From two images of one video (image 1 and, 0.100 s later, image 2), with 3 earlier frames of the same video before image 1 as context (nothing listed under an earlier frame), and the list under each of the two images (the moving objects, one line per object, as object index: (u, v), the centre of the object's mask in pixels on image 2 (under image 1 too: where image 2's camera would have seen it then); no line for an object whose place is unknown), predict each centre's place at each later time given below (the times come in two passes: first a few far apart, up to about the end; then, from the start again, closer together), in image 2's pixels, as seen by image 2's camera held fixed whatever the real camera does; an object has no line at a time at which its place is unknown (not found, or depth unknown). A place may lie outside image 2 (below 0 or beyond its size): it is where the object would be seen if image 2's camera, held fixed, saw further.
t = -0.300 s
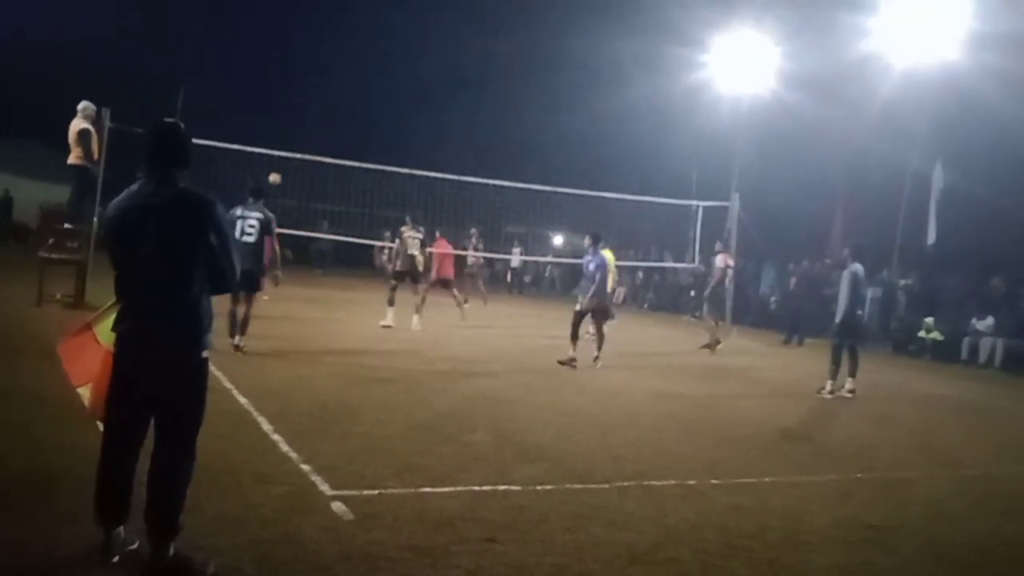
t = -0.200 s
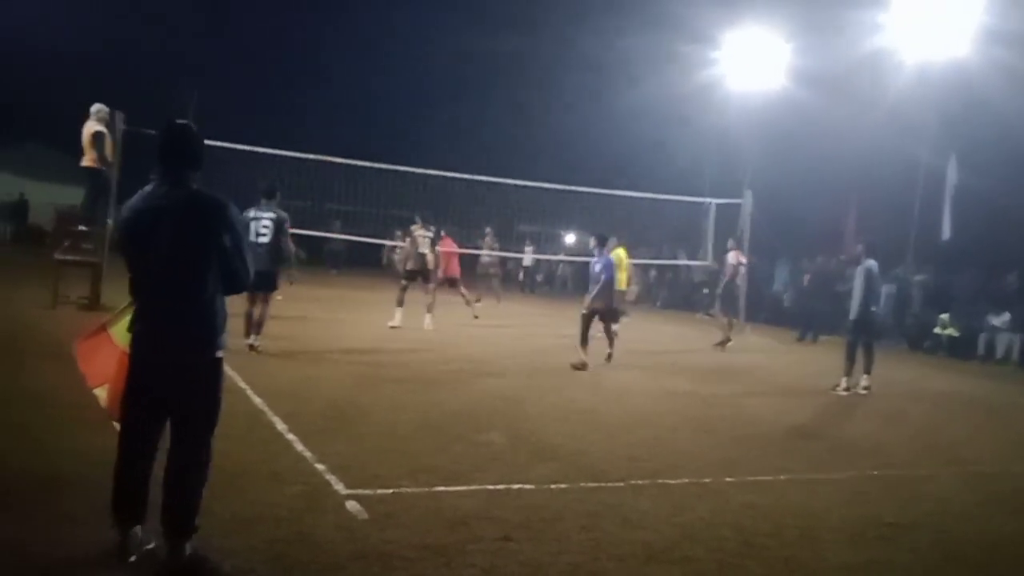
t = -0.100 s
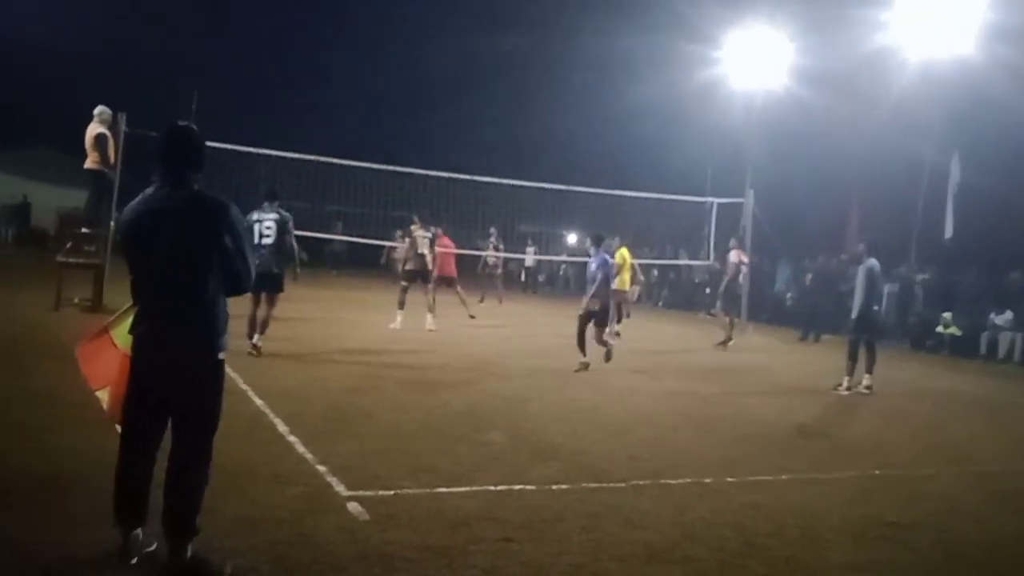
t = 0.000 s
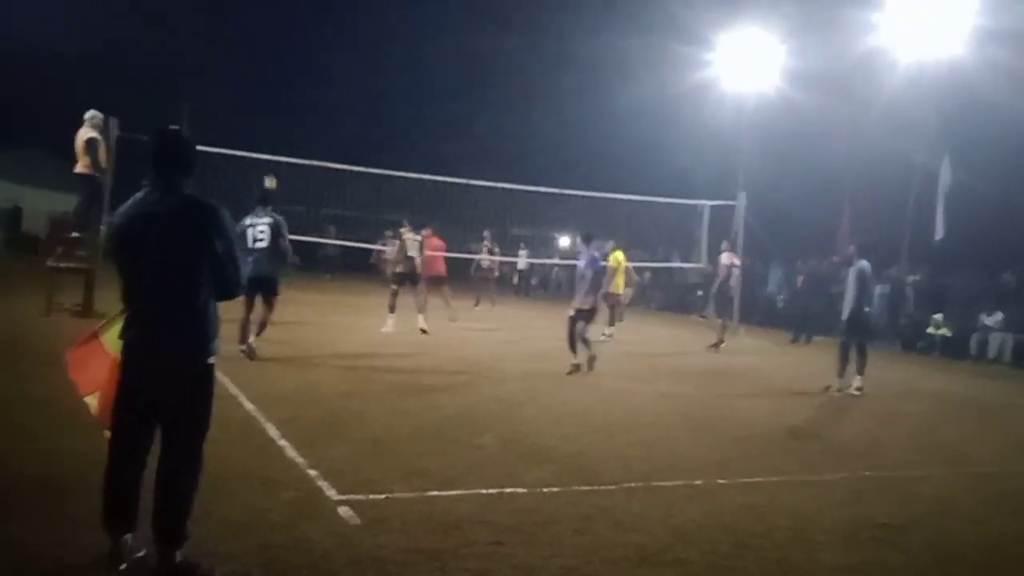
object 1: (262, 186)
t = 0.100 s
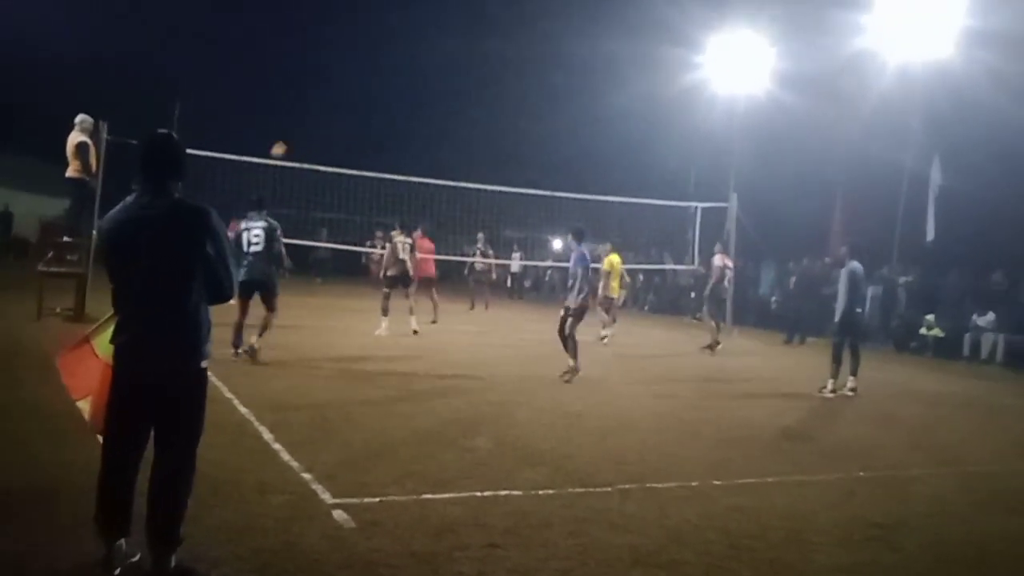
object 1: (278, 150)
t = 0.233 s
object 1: (299, 110)
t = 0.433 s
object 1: (330, 68)
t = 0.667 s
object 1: (365, 45)
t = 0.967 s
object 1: (406, 57)
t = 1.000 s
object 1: (410, 62)
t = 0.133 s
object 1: (283, 139)
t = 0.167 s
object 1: (289, 129)
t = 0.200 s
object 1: (294, 119)
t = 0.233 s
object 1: (299, 110)
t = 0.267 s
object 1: (304, 102)
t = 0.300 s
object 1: (309, 94)
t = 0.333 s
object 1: (315, 86)
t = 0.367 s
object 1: (321, 80)
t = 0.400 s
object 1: (325, 73)
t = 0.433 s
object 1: (330, 68)
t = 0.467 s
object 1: (335, 63)
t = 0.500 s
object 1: (340, 59)
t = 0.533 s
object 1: (345, 55)
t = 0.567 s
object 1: (350, 52)
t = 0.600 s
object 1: (355, 48)
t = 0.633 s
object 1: (360, 47)
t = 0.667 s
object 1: (365, 45)
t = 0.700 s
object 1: (370, 44)
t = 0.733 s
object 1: (375, 44)
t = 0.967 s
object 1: (406, 57)
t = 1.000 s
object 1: (410, 62)
